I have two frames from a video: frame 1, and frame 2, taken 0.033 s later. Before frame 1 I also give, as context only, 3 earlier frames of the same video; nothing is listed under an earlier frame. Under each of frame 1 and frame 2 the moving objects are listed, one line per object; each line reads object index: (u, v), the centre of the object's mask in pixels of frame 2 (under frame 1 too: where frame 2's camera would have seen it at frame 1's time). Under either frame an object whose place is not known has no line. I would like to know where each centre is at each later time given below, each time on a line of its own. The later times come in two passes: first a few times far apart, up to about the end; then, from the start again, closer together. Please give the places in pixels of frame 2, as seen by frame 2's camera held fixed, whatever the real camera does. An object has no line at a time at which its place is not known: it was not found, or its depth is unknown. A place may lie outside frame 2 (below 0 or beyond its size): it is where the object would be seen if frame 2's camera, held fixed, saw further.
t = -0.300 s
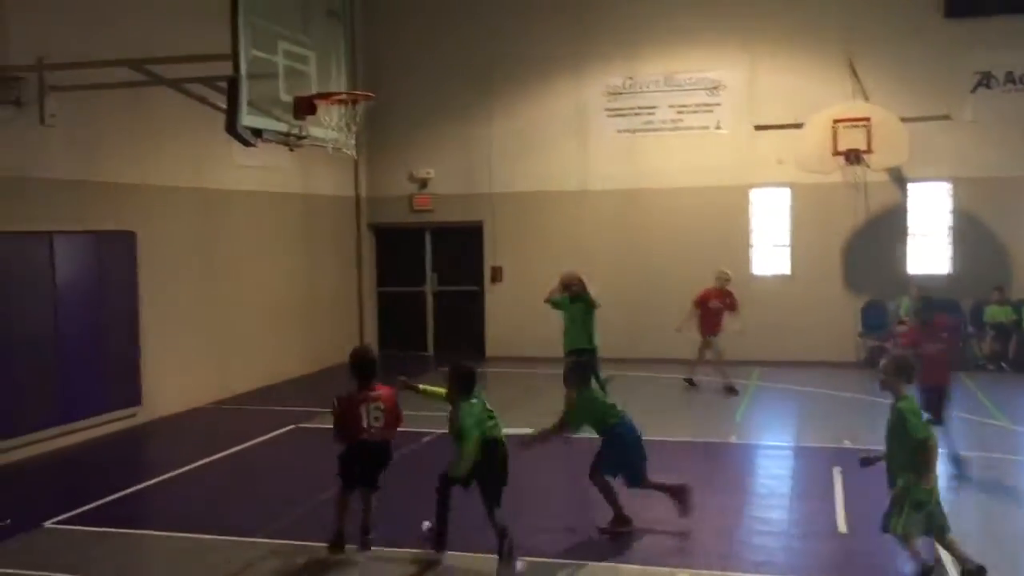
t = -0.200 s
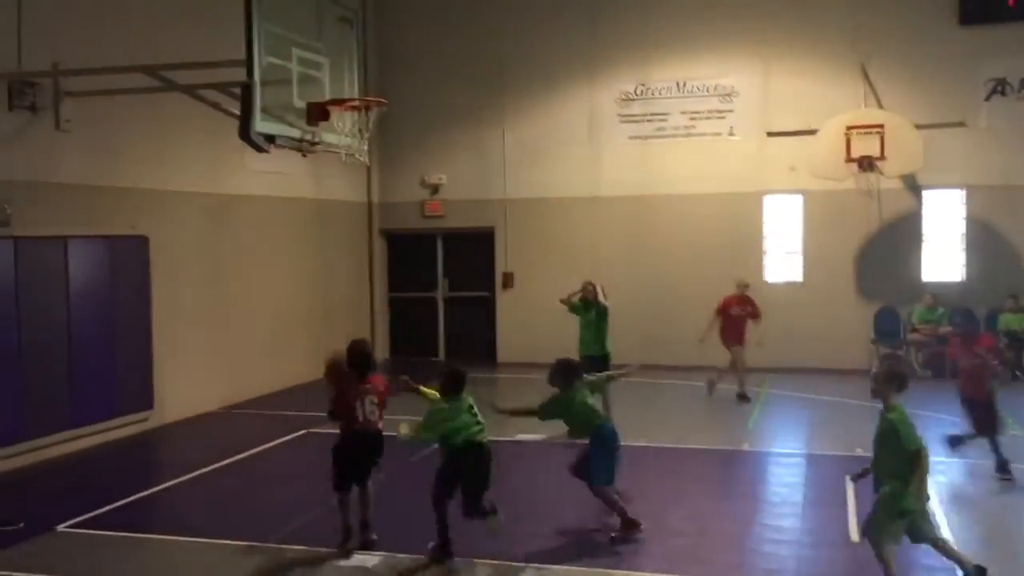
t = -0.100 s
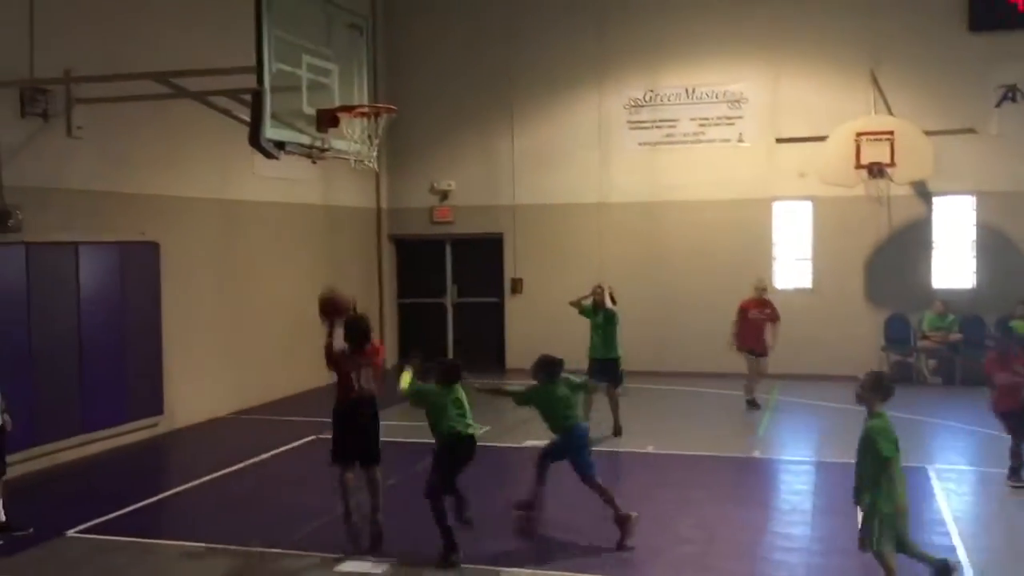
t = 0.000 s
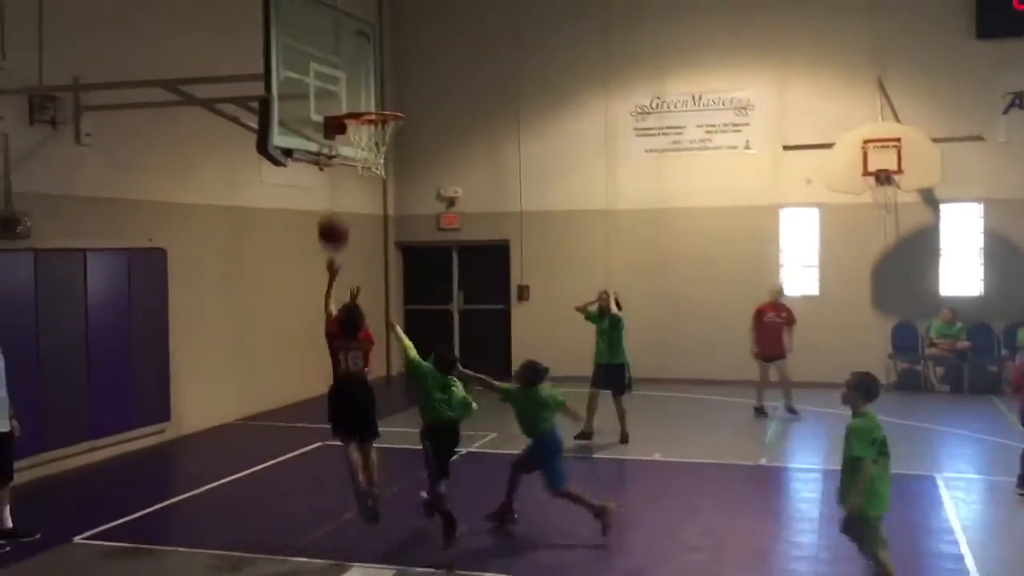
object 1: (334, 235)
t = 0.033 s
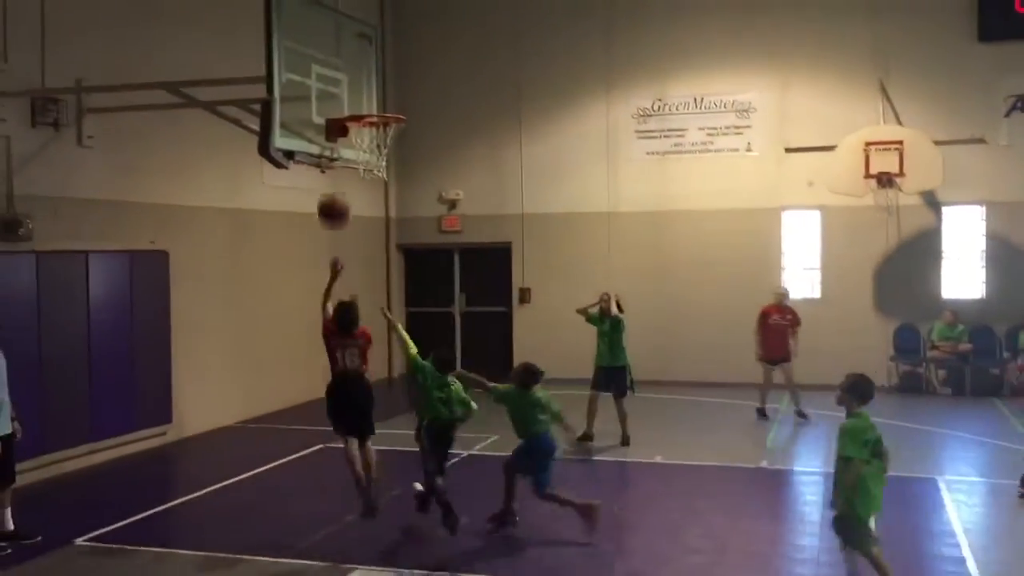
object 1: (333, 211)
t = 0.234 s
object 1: (325, 105)
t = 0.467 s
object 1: (343, 65)
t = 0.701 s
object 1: (395, 102)
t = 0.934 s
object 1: (360, 107)
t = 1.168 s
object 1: (382, 108)
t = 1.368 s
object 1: (370, 139)
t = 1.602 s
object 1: (366, 180)
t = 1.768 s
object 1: (364, 246)
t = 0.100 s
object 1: (330, 169)
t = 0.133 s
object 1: (328, 151)
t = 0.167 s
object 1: (327, 133)
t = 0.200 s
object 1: (325, 118)
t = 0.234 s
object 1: (325, 105)
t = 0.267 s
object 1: (324, 94)
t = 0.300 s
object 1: (323, 83)
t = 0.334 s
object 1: (322, 75)
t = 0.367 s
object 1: (323, 69)
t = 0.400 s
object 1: (331, 66)
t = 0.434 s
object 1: (336, 65)
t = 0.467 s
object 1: (343, 65)
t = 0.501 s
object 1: (351, 67)
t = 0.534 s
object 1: (358, 70)
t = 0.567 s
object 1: (365, 74)
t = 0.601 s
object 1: (373, 80)
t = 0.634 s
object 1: (380, 86)
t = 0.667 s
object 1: (387, 94)
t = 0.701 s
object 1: (395, 102)
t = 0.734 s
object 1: (395, 103)
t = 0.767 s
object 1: (389, 102)
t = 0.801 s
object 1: (382, 101)
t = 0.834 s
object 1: (377, 101)
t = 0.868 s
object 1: (371, 102)
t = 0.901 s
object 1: (366, 104)
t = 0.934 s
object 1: (360, 107)
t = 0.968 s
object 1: (363, 106)
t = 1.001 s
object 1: (367, 105)
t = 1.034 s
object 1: (372, 105)
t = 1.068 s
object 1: (376, 106)
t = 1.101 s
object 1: (380, 106)
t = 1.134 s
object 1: (383, 109)
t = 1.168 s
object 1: (382, 108)
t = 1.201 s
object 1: (381, 109)
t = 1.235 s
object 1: (379, 110)
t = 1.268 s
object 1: (377, 121)
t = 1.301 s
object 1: (375, 127)
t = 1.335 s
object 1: (373, 131)
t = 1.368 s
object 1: (370, 139)
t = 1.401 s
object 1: (367, 146)
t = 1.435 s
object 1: (365, 152)
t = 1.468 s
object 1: (365, 155)
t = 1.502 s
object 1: (365, 159)
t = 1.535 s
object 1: (365, 165)
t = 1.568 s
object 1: (366, 172)
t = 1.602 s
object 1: (366, 180)
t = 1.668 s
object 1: (365, 204)
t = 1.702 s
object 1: (365, 216)
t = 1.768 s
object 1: (364, 246)
